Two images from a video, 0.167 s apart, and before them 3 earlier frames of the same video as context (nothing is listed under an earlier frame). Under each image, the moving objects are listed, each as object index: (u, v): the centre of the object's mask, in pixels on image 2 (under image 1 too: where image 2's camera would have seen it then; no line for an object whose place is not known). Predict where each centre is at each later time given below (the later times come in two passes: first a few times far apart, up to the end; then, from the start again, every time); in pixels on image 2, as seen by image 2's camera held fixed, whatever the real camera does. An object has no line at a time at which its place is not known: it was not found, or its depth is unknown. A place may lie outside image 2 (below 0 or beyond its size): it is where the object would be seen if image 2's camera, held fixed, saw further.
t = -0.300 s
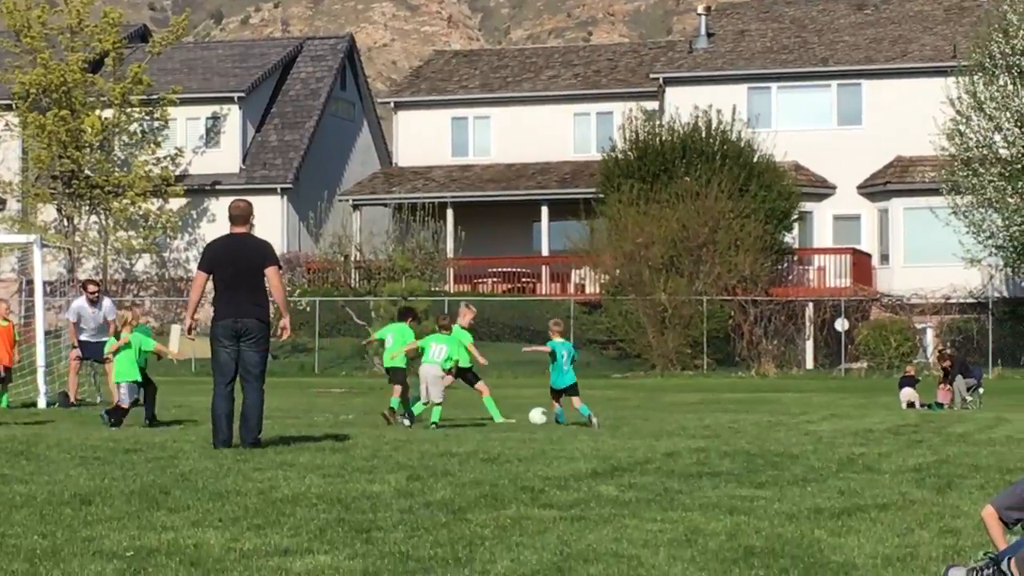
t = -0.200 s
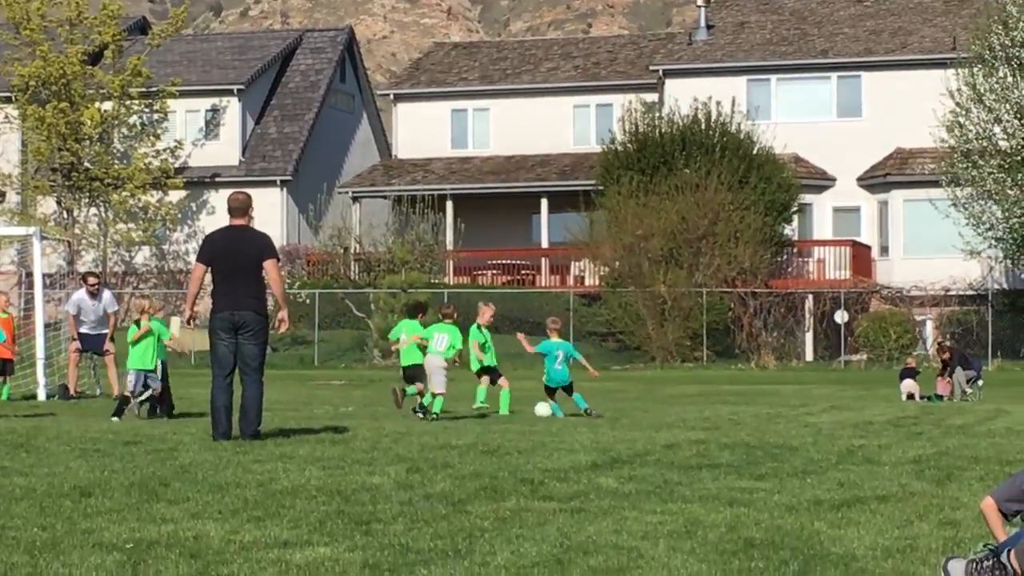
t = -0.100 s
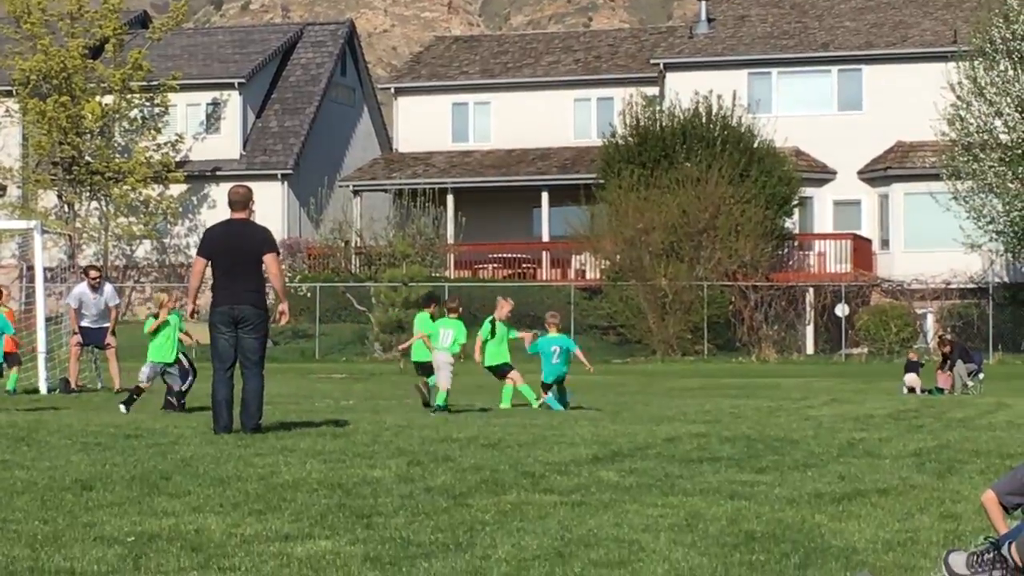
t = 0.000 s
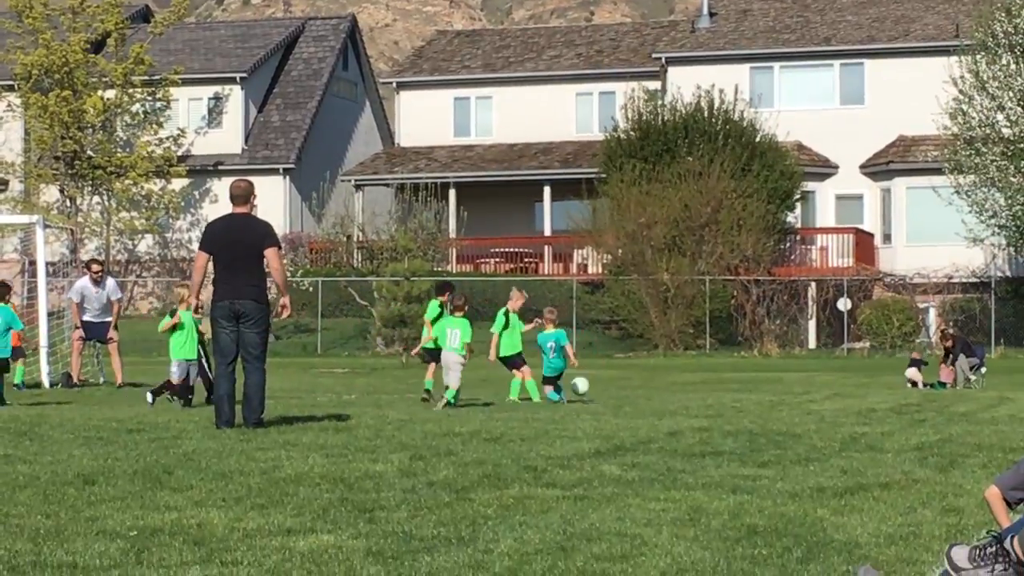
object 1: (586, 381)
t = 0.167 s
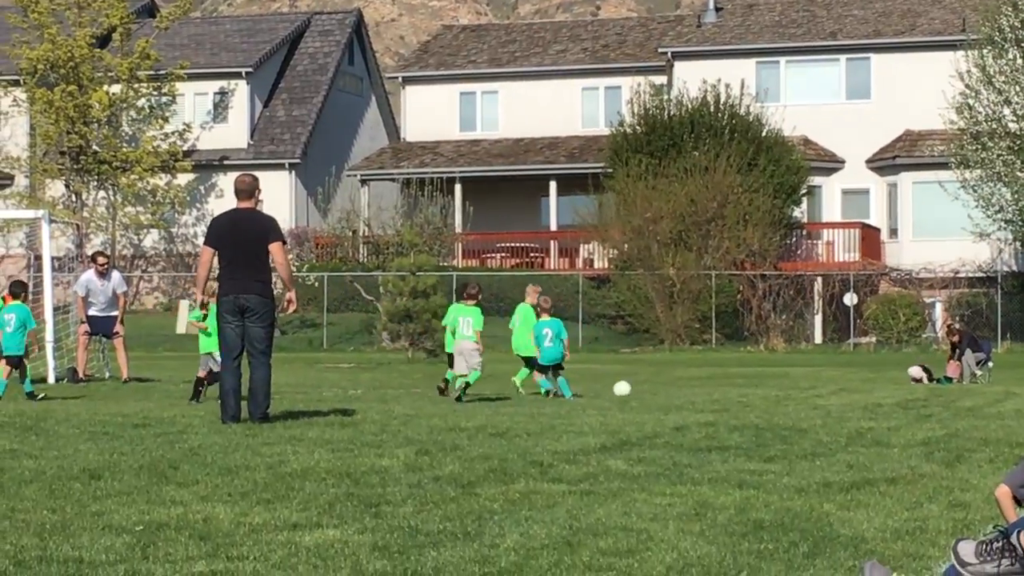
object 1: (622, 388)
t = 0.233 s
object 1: (632, 386)
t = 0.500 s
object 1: (664, 385)
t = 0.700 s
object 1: (680, 384)
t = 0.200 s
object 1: (627, 388)
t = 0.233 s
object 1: (632, 386)
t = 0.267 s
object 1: (636, 383)
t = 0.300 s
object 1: (640, 383)
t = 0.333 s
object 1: (645, 382)
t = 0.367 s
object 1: (649, 382)
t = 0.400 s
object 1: (653, 383)
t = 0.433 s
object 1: (657, 385)
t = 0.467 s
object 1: (661, 386)
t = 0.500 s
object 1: (664, 385)
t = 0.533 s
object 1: (667, 384)
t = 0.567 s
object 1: (670, 383)
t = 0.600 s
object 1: (673, 383)
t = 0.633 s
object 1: (675, 383)
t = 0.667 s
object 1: (678, 384)
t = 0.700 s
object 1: (680, 384)
